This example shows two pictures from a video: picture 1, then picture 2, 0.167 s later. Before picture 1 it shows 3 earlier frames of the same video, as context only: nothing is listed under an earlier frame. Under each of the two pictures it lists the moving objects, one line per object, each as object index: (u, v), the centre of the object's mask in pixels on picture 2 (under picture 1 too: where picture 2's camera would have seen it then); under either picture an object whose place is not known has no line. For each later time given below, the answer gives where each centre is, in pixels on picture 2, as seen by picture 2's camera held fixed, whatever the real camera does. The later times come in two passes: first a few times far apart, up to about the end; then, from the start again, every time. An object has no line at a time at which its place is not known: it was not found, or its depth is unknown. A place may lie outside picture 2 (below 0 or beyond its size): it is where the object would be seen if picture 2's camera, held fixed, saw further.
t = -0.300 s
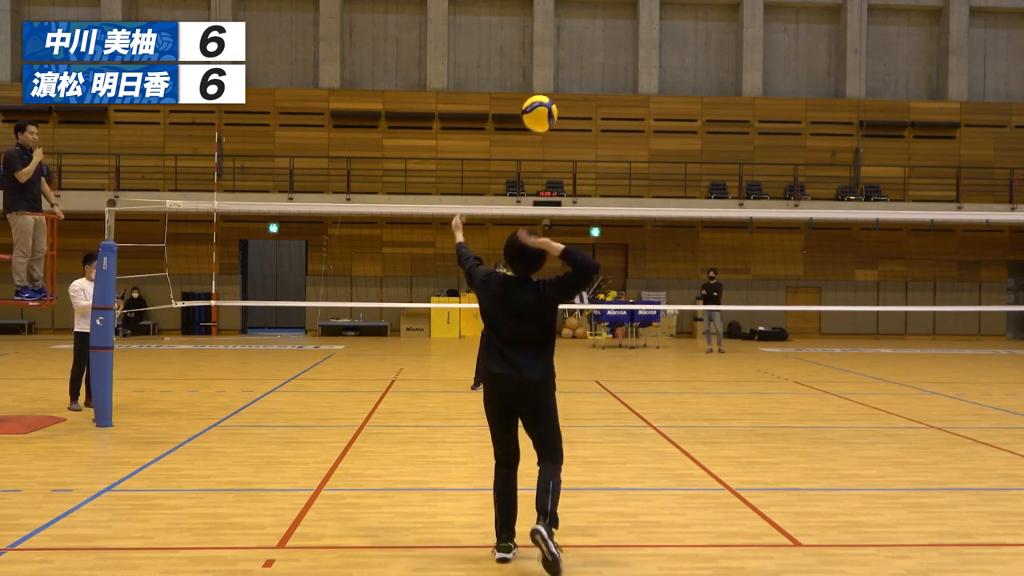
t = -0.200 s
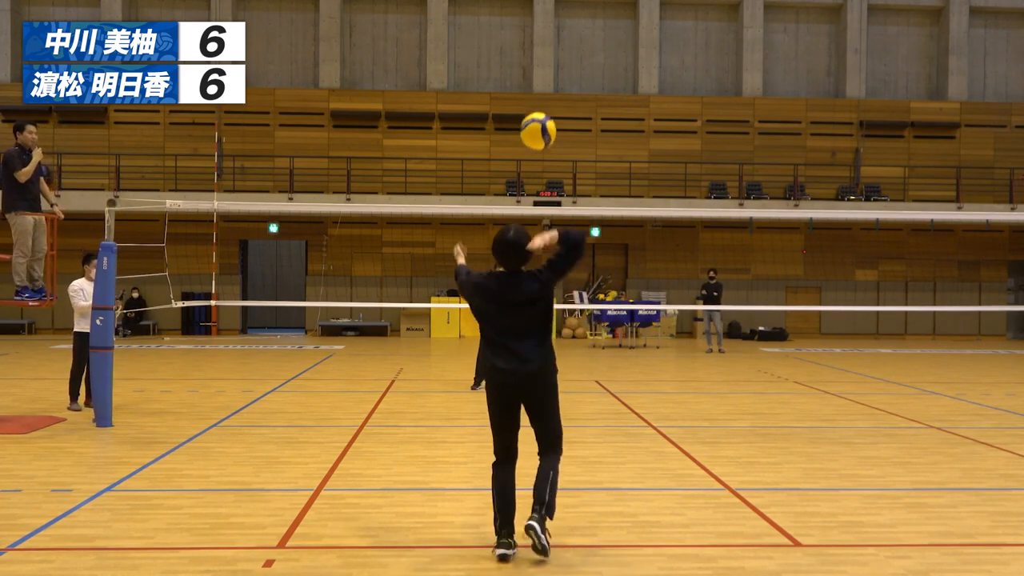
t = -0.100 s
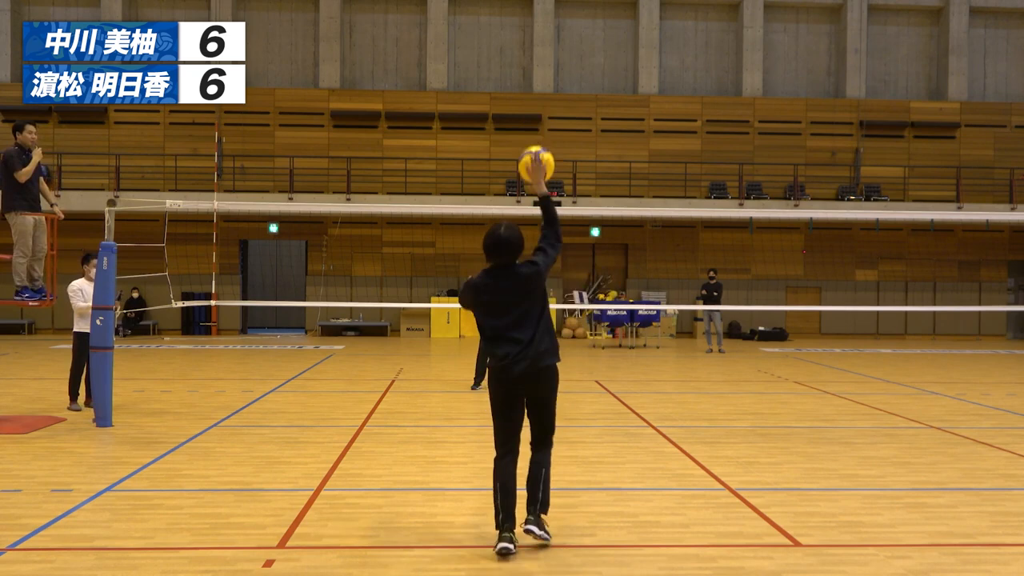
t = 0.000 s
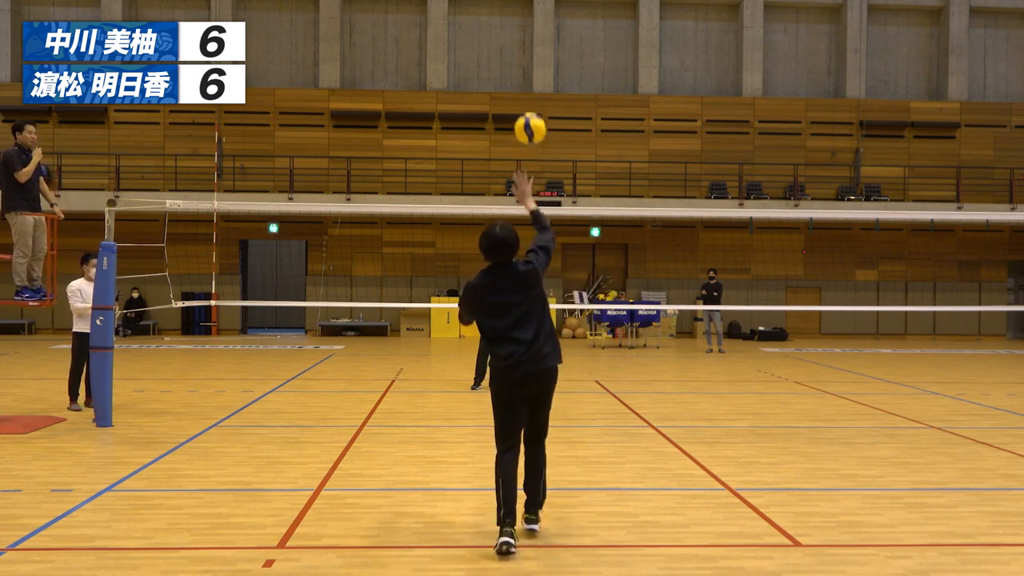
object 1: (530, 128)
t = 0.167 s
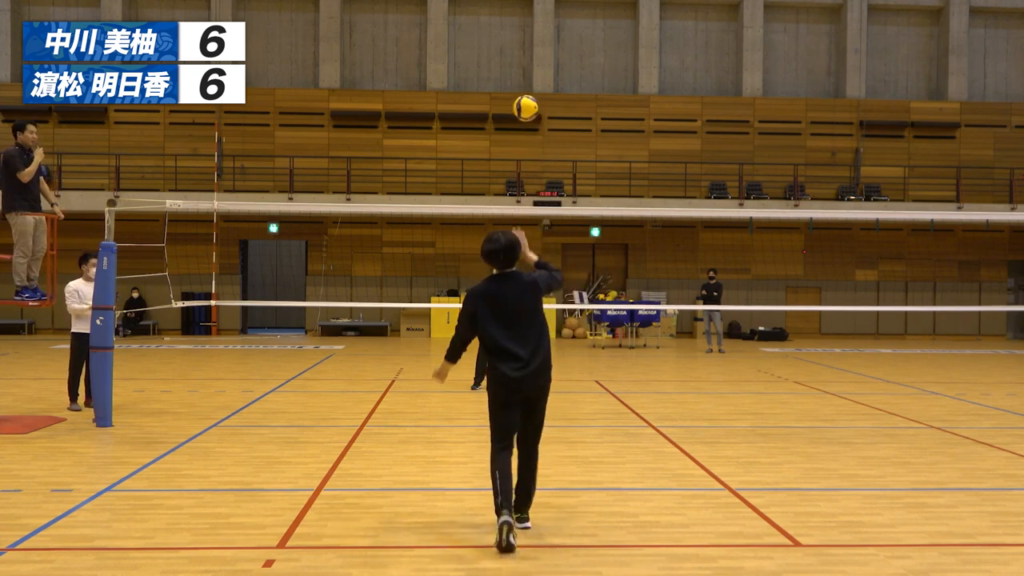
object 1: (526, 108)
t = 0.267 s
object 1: (527, 113)
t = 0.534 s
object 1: (533, 161)
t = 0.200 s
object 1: (526, 108)
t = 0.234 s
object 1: (526, 110)
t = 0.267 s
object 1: (527, 113)
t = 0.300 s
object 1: (528, 116)
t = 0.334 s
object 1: (529, 120)
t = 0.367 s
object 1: (529, 125)
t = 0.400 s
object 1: (530, 131)
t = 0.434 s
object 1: (531, 137)
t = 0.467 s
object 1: (531, 145)
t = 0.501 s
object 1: (532, 152)
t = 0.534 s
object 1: (533, 161)
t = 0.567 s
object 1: (534, 169)
